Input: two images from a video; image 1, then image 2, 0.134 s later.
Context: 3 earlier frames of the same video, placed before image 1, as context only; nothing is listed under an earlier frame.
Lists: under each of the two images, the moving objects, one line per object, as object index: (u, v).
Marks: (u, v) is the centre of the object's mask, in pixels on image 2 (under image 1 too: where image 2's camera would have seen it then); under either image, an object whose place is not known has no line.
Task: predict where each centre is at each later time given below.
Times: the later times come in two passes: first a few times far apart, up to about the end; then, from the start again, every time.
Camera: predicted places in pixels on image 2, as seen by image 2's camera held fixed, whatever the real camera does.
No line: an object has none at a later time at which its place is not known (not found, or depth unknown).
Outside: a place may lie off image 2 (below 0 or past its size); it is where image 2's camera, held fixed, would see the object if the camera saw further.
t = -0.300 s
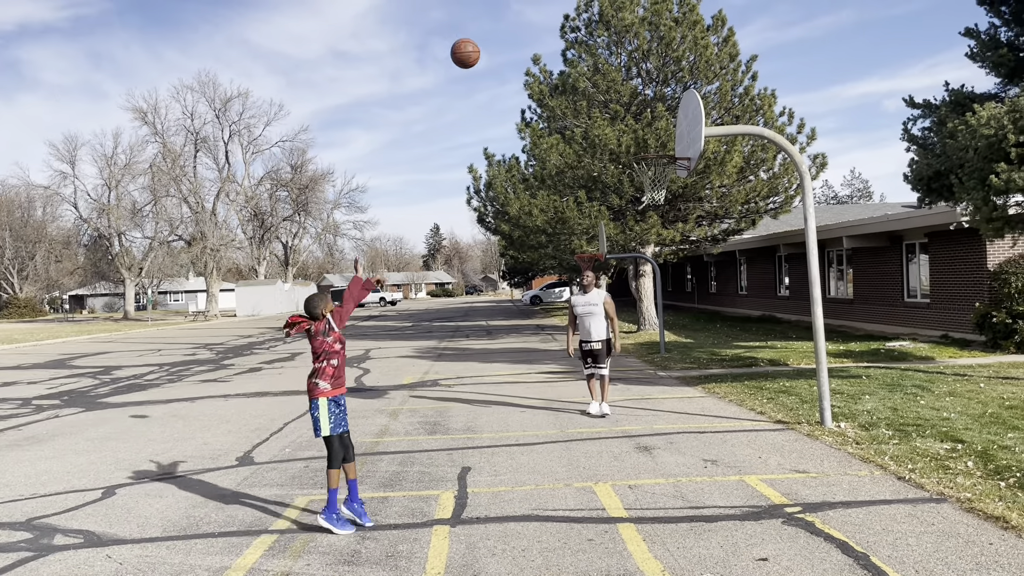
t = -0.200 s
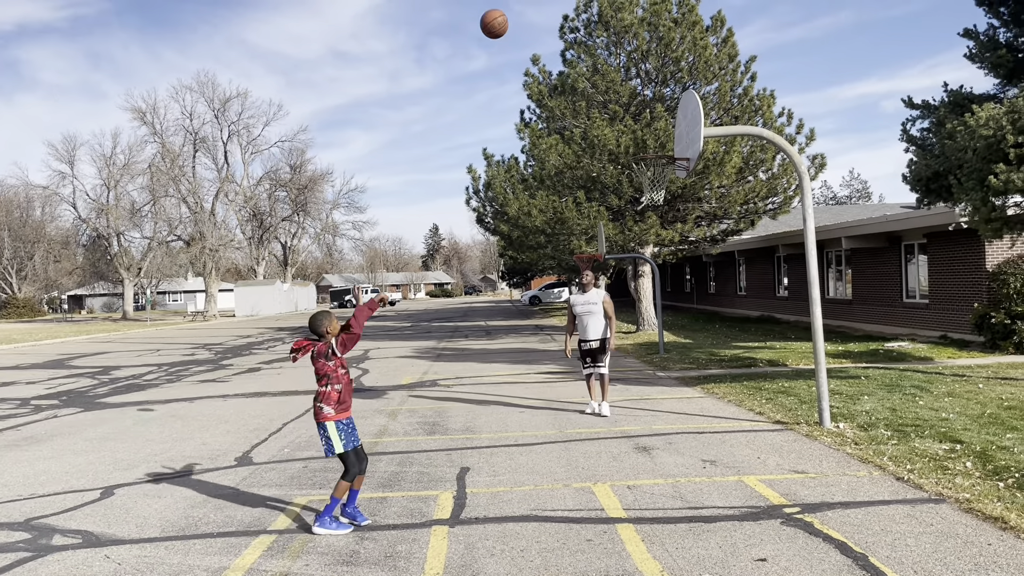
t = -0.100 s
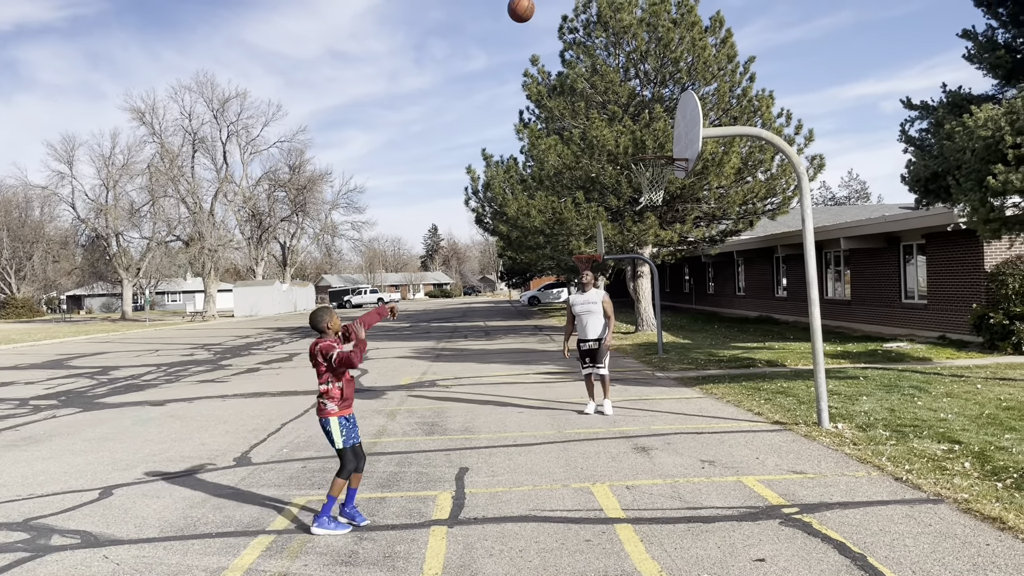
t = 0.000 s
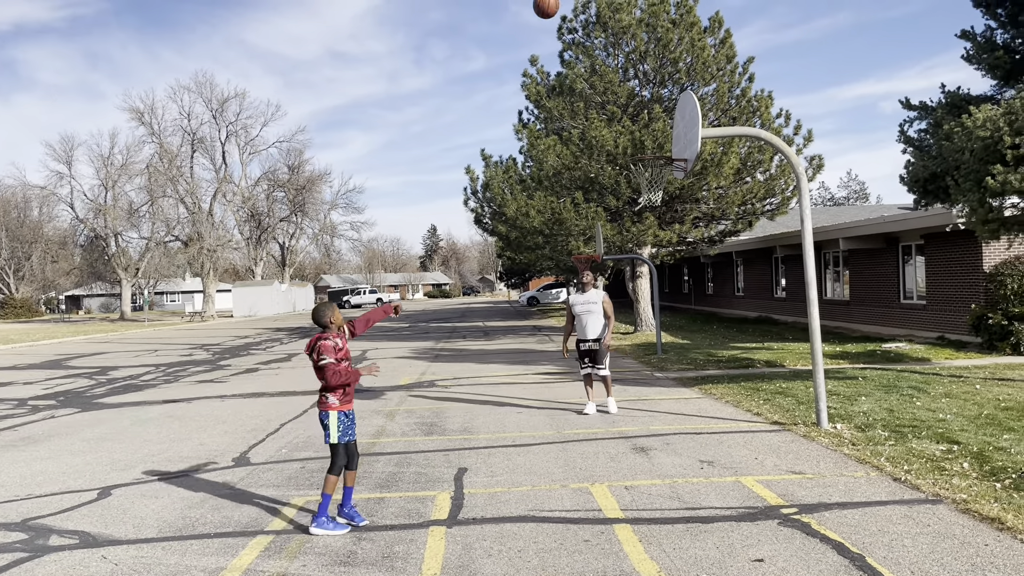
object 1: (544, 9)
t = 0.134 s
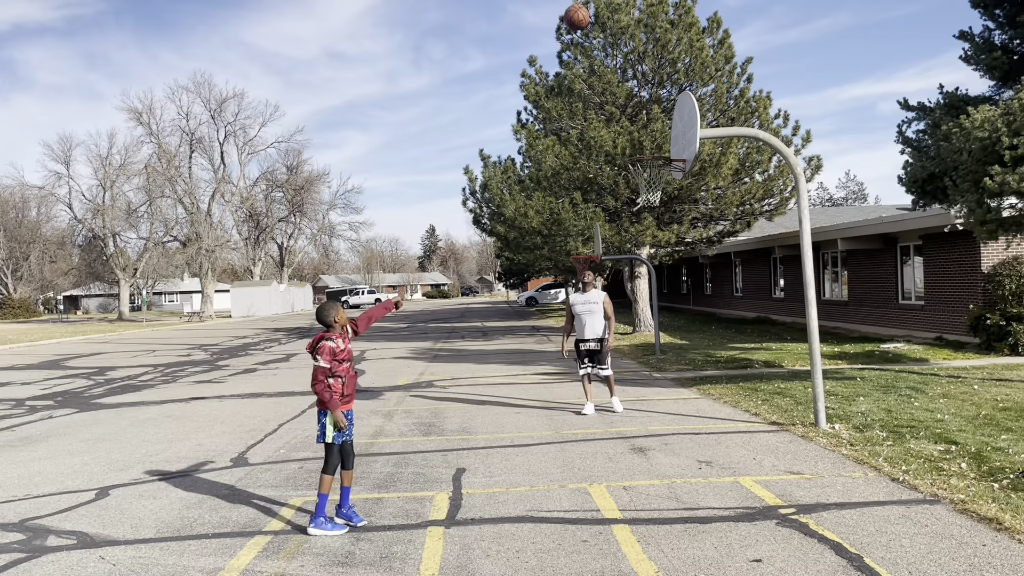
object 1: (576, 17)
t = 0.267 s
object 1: (606, 45)
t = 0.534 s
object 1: (655, 143)
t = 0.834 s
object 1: (643, 179)
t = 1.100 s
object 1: (662, 205)
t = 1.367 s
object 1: (674, 283)
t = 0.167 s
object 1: (584, 23)
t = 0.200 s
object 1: (592, 29)
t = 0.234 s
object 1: (599, 37)
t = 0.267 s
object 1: (606, 45)
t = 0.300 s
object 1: (613, 55)
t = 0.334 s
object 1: (619, 65)
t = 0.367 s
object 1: (626, 76)
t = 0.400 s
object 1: (632, 88)
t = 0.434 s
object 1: (638, 100)
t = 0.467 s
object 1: (644, 114)
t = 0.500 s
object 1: (650, 128)
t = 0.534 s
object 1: (655, 143)
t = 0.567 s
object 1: (662, 157)
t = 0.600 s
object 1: (652, 164)
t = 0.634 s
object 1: (643, 167)
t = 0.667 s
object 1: (640, 171)
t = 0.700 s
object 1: (640, 174)
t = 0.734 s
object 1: (636, 177)
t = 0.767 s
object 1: (638, 180)
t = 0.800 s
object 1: (641, 179)
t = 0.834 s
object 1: (643, 179)
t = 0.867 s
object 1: (646, 180)
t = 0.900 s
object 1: (650, 183)
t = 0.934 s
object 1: (653, 194)
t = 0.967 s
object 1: (655, 194)
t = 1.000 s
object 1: (658, 191)
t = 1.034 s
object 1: (660, 198)
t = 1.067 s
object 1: (660, 201)
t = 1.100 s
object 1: (662, 205)
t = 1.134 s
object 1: (663, 211)
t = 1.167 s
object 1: (665, 218)
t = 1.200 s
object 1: (666, 226)
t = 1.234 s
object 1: (669, 236)
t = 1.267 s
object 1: (670, 246)
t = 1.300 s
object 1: (671, 257)
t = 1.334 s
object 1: (673, 270)
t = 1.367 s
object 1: (674, 283)
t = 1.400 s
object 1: (676, 296)
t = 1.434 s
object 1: (678, 311)
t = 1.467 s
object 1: (680, 327)
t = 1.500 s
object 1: (683, 343)
